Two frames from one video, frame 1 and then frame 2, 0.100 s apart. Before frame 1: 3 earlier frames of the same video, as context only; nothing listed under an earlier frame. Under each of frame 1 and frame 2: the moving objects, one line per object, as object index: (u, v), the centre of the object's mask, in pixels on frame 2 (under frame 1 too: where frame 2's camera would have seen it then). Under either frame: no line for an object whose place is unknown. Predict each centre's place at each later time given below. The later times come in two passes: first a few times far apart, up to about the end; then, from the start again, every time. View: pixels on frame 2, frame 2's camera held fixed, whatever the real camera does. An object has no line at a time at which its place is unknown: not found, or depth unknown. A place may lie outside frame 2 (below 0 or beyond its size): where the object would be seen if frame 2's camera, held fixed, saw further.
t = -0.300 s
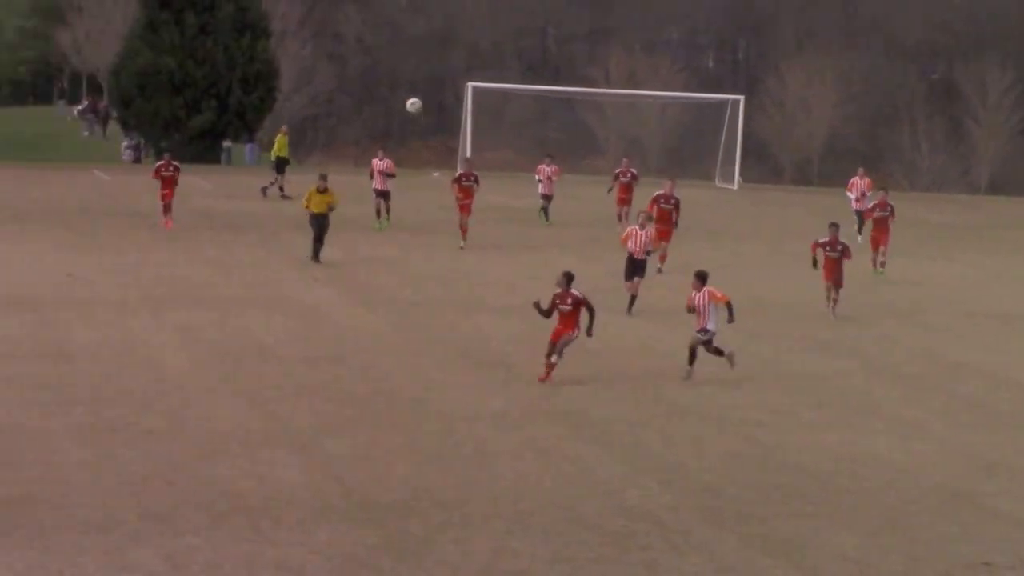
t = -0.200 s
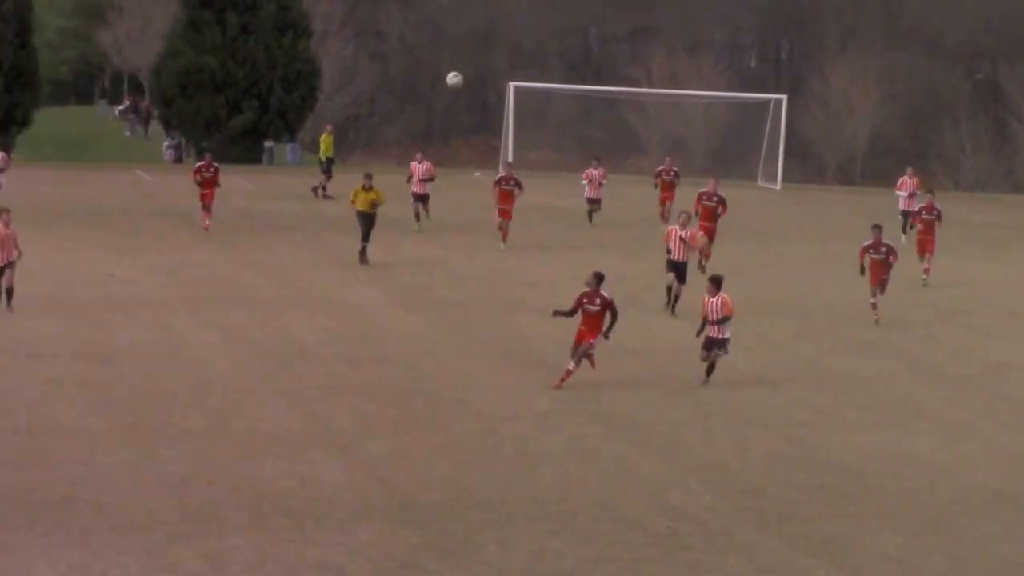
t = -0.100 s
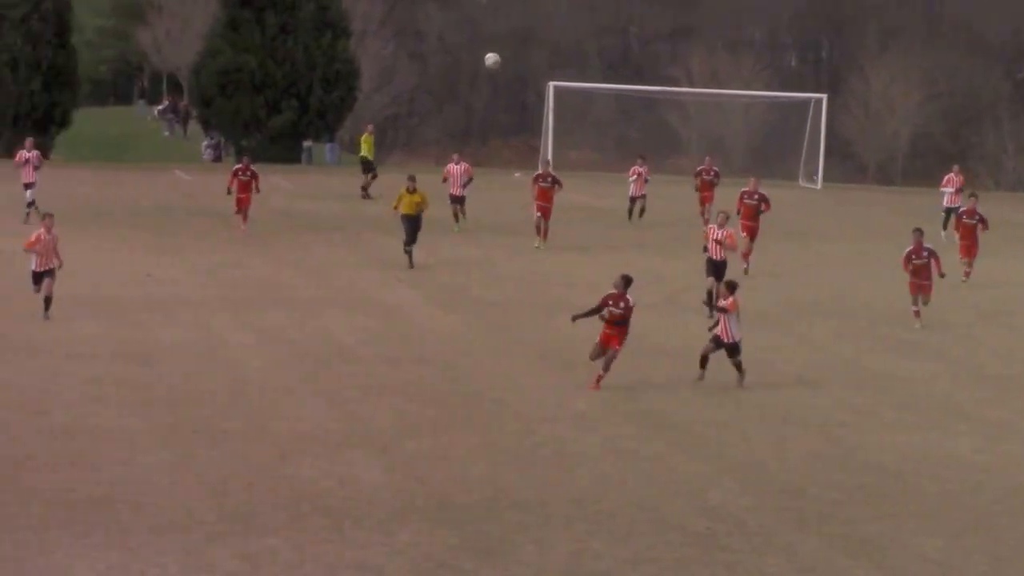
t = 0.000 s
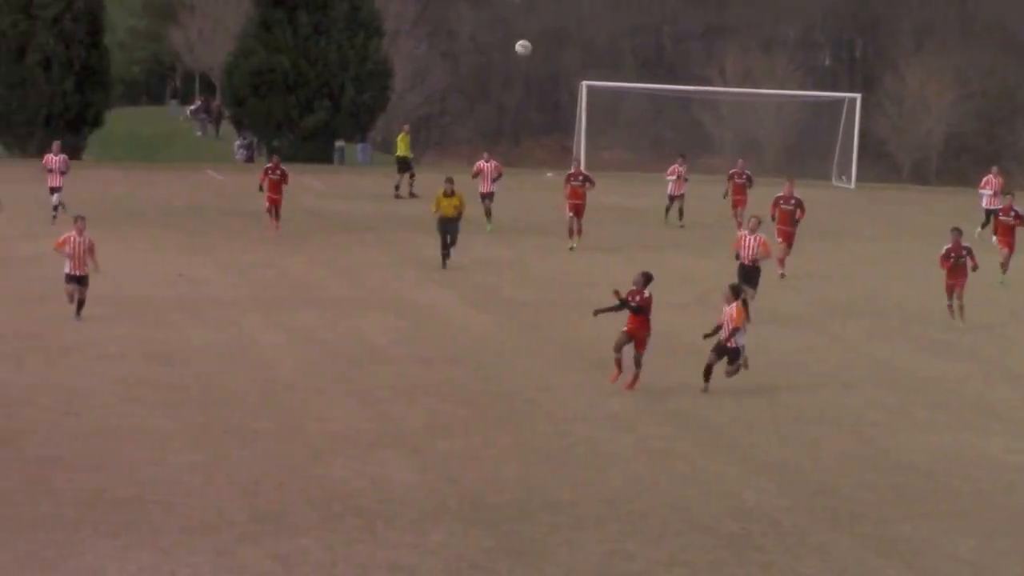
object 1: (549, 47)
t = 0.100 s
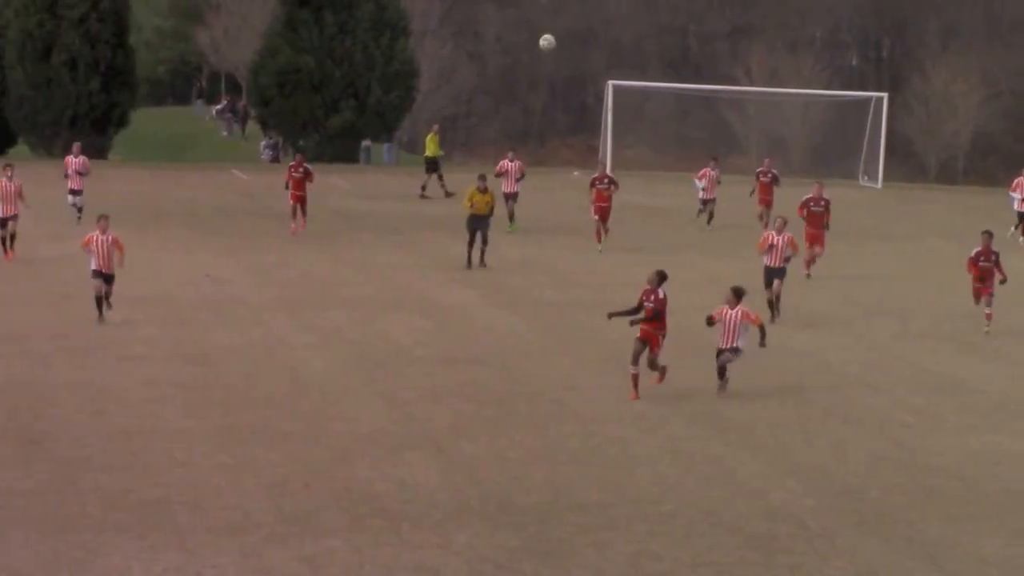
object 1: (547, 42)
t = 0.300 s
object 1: (545, 55)
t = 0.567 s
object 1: (538, 120)
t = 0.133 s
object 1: (547, 42)
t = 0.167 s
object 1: (547, 43)
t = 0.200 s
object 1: (546, 45)
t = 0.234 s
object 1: (546, 48)
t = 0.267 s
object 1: (545, 51)
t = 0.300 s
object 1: (545, 55)
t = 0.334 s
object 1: (544, 60)
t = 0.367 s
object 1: (543, 66)
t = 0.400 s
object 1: (542, 72)
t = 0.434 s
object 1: (542, 80)
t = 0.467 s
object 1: (541, 89)
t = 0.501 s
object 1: (540, 98)
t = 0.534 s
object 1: (539, 109)
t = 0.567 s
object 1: (538, 120)
